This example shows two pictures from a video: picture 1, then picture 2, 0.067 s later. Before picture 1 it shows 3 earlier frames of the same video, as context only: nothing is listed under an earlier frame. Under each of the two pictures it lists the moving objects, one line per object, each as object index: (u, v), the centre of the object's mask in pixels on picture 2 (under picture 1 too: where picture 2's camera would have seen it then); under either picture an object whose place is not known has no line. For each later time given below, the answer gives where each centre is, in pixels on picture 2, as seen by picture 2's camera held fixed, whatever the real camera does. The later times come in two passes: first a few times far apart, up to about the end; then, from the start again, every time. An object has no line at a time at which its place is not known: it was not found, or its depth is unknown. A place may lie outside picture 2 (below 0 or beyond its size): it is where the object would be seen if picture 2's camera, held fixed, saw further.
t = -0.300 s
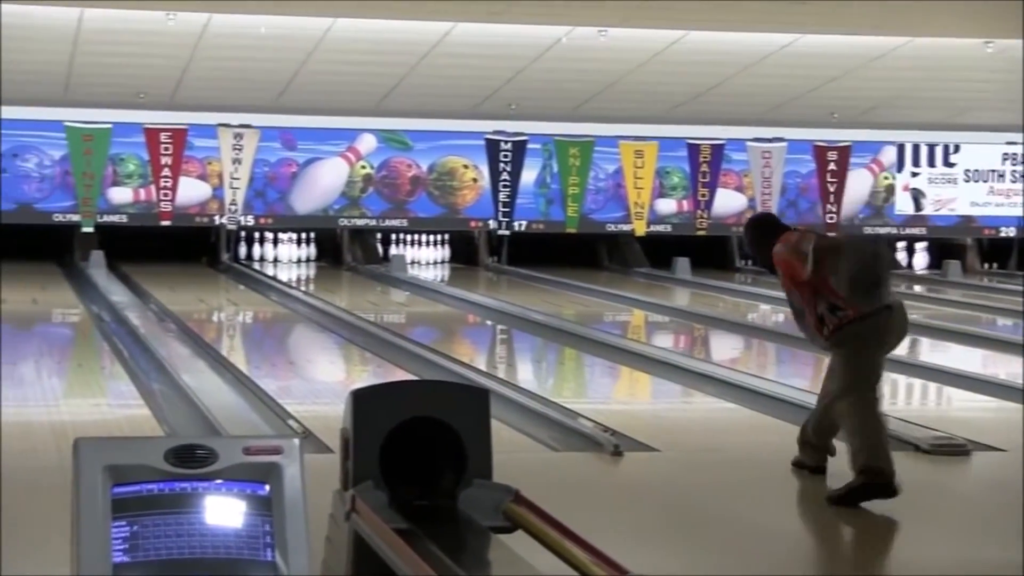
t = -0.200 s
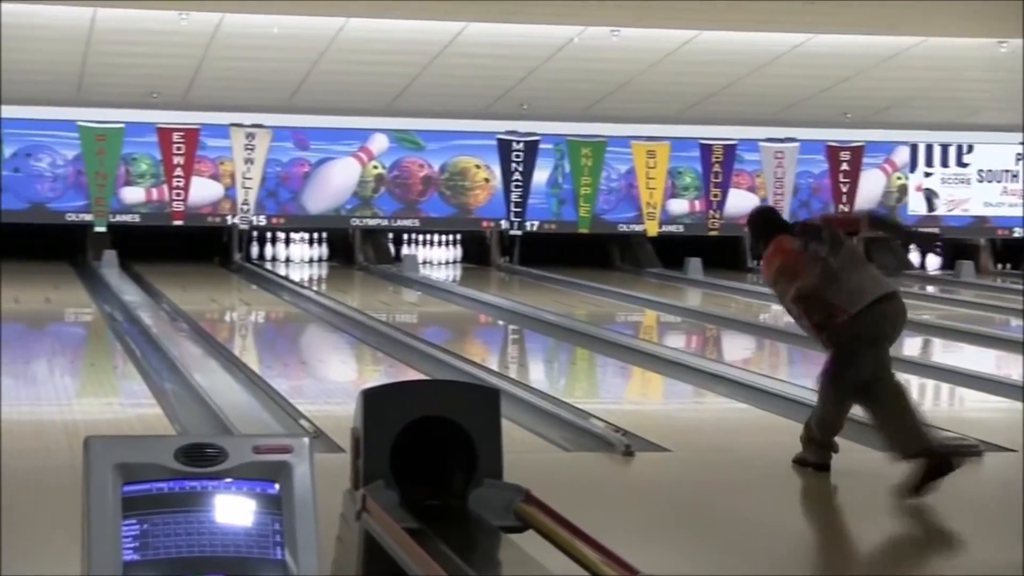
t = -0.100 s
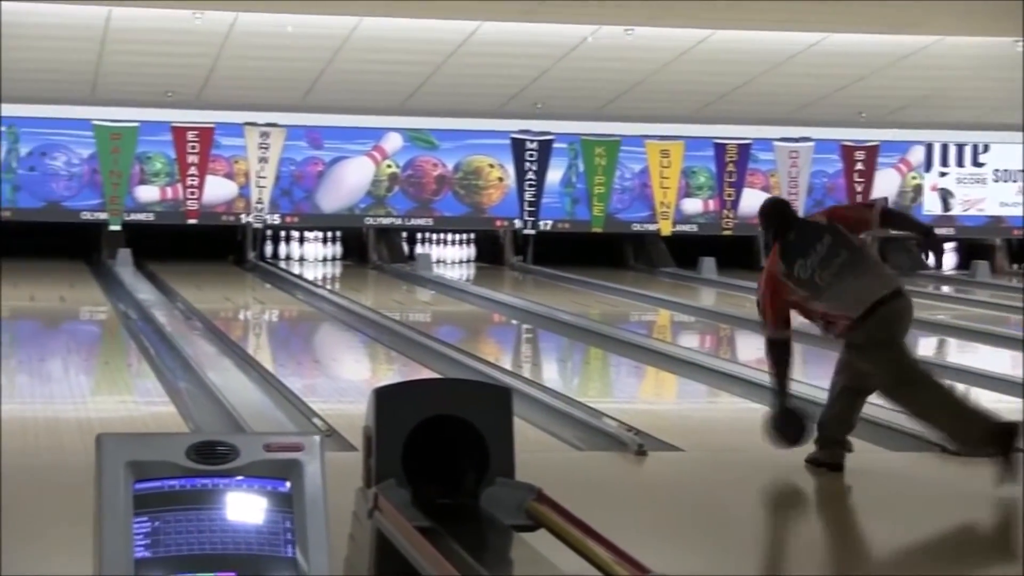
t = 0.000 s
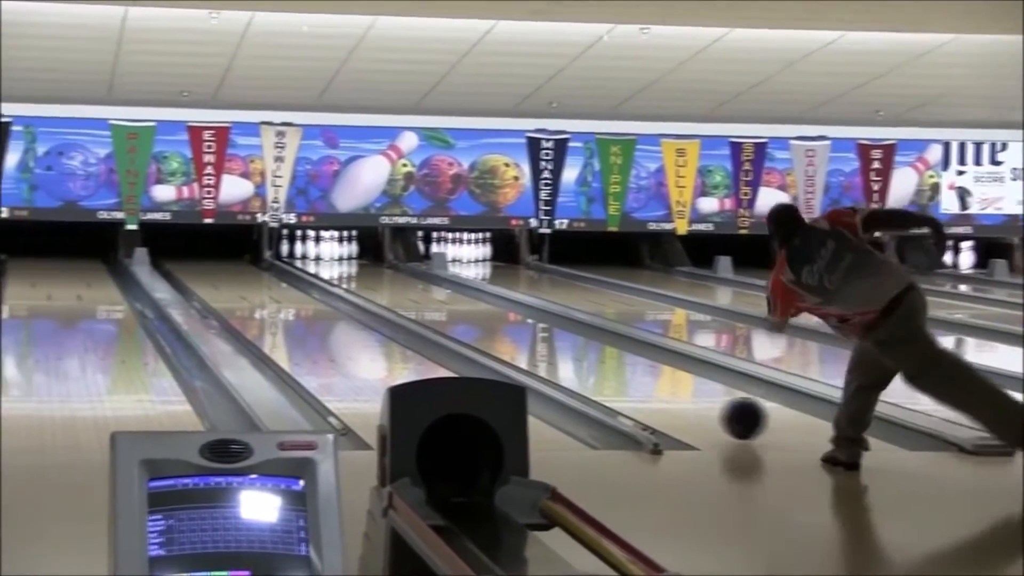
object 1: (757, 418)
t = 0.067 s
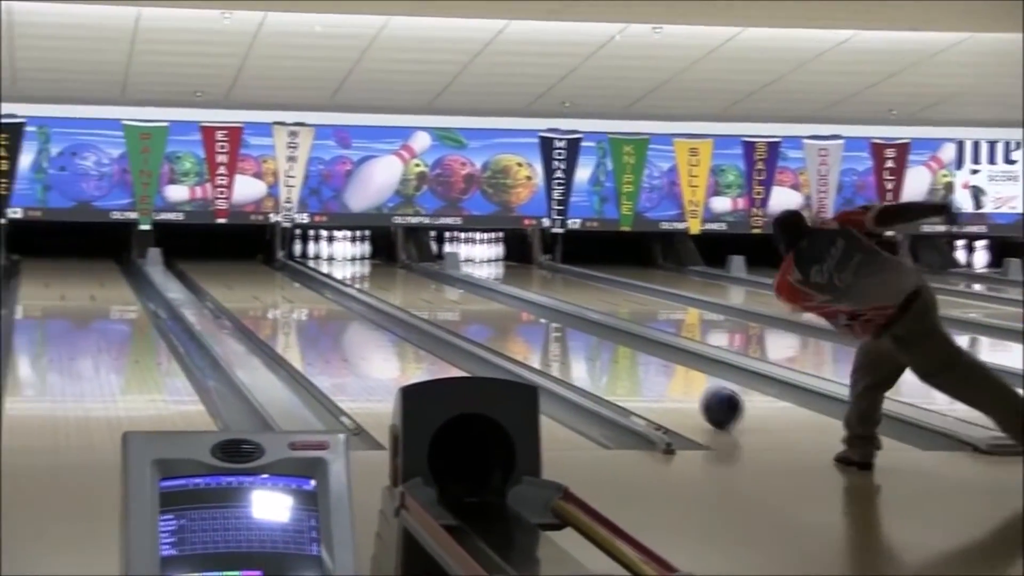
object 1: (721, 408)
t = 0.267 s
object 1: (635, 376)
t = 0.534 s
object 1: (548, 345)
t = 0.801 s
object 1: (482, 324)
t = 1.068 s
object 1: (432, 306)
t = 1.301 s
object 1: (398, 292)
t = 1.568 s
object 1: (368, 279)
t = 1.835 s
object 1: (344, 268)
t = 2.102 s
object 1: (329, 260)
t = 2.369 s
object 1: (324, 254)
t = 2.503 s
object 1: (319, 252)
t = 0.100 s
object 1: (706, 402)
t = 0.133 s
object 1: (690, 396)
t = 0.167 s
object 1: (676, 391)
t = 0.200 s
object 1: (661, 385)
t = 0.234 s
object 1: (648, 380)
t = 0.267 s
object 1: (635, 376)
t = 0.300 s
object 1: (623, 371)
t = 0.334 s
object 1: (610, 367)
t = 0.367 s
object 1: (600, 363)
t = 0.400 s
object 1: (589, 359)
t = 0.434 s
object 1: (579, 356)
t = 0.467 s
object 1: (565, 350)
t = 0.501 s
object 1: (557, 347)
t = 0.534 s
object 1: (548, 345)
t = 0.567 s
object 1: (538, 340)
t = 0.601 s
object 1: (530, 337)
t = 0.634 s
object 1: (521, 335)
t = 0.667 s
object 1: (513, 333)
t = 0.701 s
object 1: (504, 330)
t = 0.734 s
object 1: (497, 327)
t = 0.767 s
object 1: (489, 325)
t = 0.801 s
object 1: (482, 324)
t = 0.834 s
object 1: (474, 320)
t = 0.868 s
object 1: (468, 318)
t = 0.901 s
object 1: (462, 315)
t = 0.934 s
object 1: (456, 314)
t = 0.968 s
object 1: (449, 311)
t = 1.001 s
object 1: (443, 309)
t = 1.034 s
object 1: (438, 307)
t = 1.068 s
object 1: (432, 306)
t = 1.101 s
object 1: (426, 304)
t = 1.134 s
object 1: (422, 301)
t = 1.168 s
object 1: (417, 300)
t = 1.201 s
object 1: (412, 298)
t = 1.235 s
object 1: (407, 296)
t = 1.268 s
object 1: (402, 294)
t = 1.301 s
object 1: (398, 292)
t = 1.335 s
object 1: (394, 290)
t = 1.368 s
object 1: (390, 289)
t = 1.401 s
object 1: (386, 287)
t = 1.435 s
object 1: (382, 286)
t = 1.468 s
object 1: (378, 283)
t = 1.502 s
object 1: (375, 283)
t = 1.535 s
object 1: (371, 281)
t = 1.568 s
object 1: (368, 279)
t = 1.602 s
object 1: (364, 278)
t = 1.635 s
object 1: (362, 276)
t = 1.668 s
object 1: (358, 275)
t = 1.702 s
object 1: (356, 274)
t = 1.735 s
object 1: (352, 273)
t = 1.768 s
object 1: (350, 271)
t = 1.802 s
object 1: (347, 270)
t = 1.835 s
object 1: (344, 268)
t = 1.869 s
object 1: (342, 267)
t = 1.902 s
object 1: (339, 266)
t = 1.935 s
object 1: (337, 265)
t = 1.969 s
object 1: (334, 264)
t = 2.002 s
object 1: (333, 263)
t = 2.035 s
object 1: (332, 262)
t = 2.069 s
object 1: (331, 261)
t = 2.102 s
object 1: (329, 260)
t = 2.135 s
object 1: (328, 259)
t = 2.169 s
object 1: (328, 258)
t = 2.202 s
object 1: (327, 257)
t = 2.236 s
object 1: (327, 257)
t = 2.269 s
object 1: (326, 256)
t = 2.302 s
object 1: (326, 255)
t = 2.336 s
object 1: (326, 255)
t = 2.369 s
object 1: (324, 254)
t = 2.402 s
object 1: (323, 253)
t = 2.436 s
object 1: (322, 253)
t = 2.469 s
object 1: (319, 251)
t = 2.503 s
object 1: (319, 252)
